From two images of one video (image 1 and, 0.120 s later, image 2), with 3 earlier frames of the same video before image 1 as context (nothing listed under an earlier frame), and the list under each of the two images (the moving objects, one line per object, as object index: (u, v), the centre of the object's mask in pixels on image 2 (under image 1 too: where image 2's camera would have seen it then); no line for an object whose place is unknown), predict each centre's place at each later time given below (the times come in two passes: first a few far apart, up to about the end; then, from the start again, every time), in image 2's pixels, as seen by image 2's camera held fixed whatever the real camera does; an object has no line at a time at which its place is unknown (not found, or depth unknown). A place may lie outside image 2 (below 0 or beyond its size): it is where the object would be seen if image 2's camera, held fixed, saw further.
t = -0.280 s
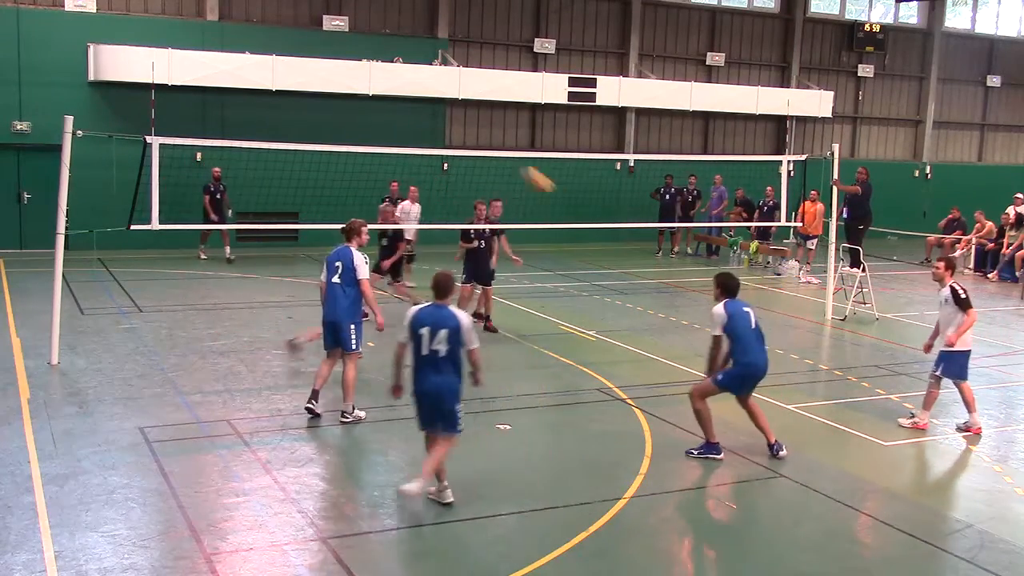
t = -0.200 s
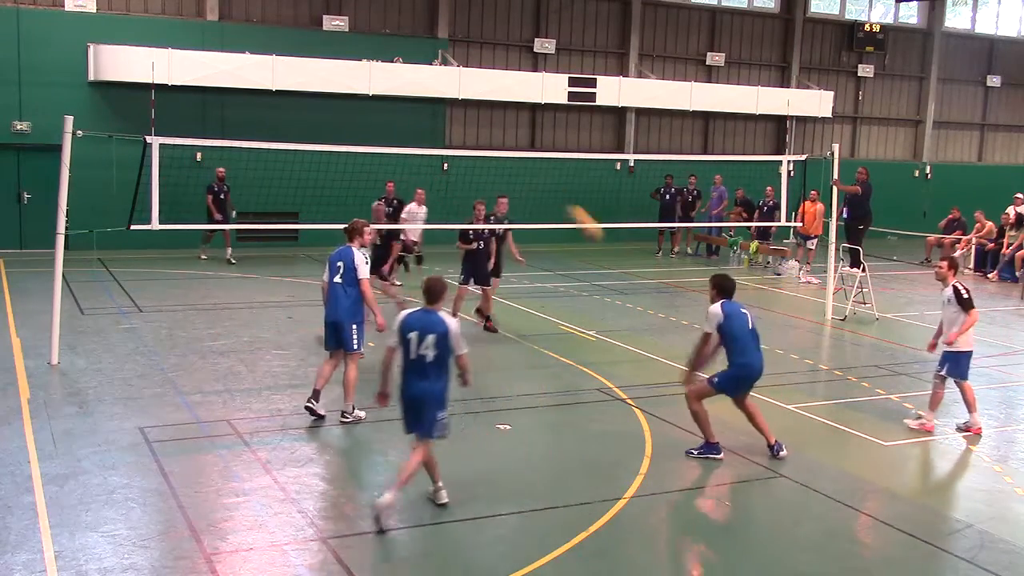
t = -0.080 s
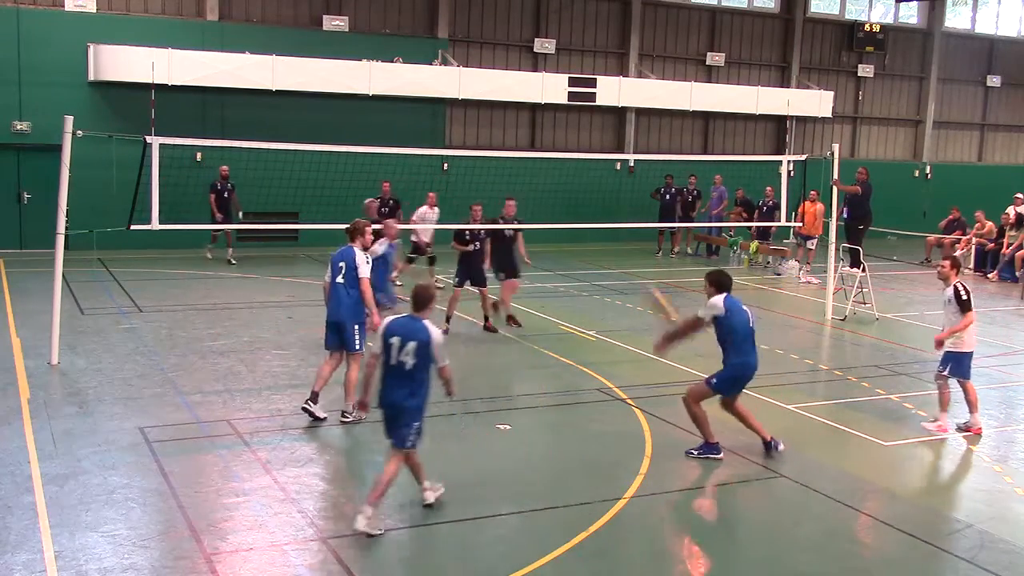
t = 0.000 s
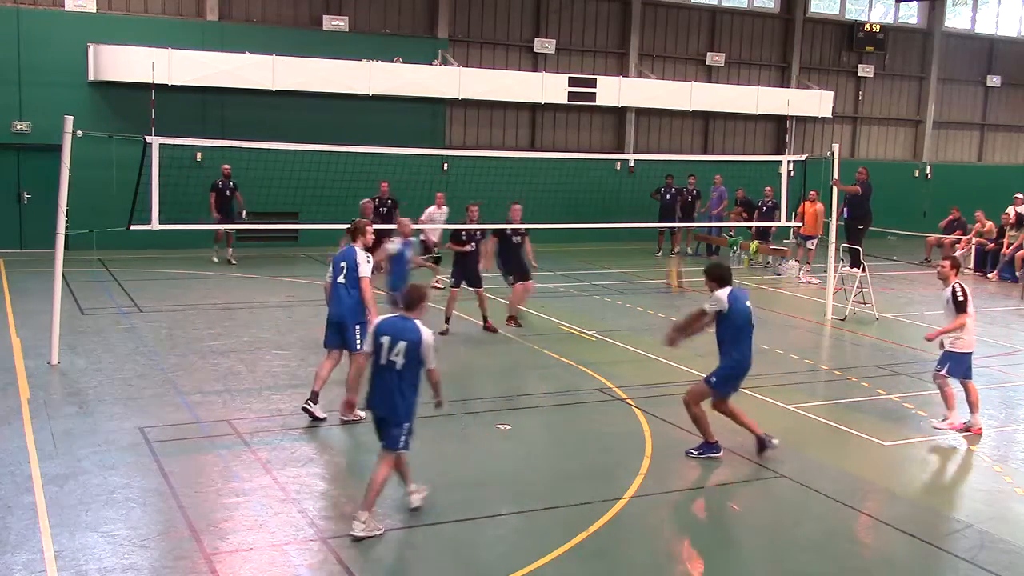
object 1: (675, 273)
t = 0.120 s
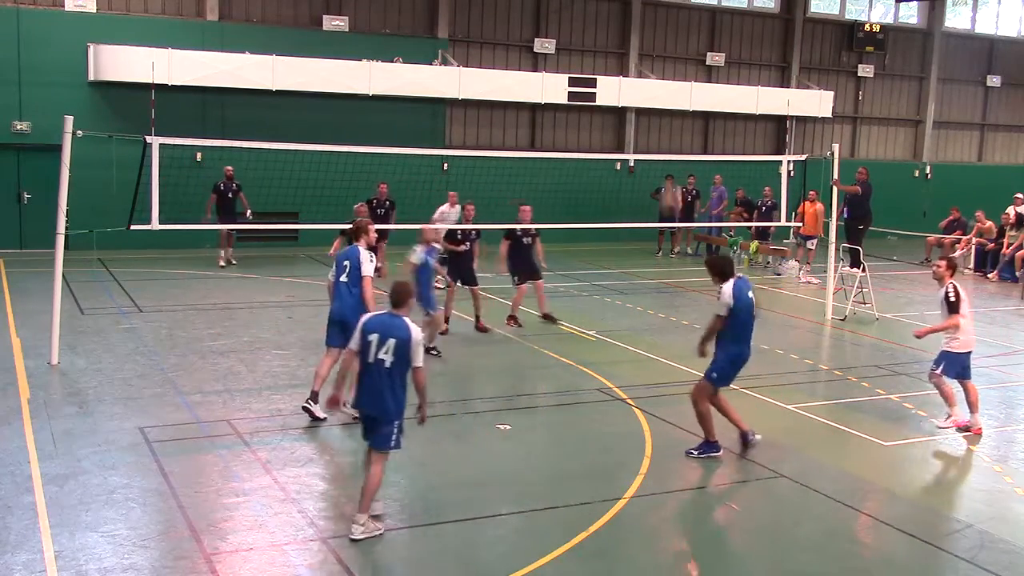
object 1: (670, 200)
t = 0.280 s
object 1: (668, 129)
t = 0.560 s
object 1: (660, 87)
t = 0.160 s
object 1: (673, 176)
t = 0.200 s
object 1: (672, 158)
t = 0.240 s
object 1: (671, 142)
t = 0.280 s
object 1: (668, 129)
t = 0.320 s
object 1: (667, 119)
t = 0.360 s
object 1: (666, 111)
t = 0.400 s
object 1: (664, 103)
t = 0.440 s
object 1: (663, 96)
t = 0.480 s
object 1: (662, 91)
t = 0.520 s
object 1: (661, 89)
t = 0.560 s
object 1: (660, 87)
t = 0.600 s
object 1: (659, 87)
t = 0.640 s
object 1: (658, 88)
